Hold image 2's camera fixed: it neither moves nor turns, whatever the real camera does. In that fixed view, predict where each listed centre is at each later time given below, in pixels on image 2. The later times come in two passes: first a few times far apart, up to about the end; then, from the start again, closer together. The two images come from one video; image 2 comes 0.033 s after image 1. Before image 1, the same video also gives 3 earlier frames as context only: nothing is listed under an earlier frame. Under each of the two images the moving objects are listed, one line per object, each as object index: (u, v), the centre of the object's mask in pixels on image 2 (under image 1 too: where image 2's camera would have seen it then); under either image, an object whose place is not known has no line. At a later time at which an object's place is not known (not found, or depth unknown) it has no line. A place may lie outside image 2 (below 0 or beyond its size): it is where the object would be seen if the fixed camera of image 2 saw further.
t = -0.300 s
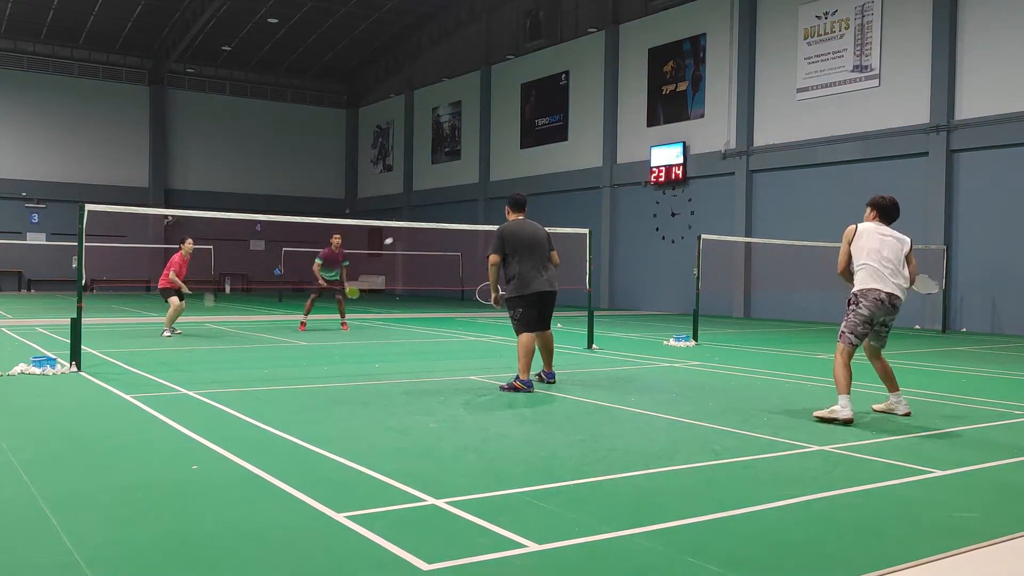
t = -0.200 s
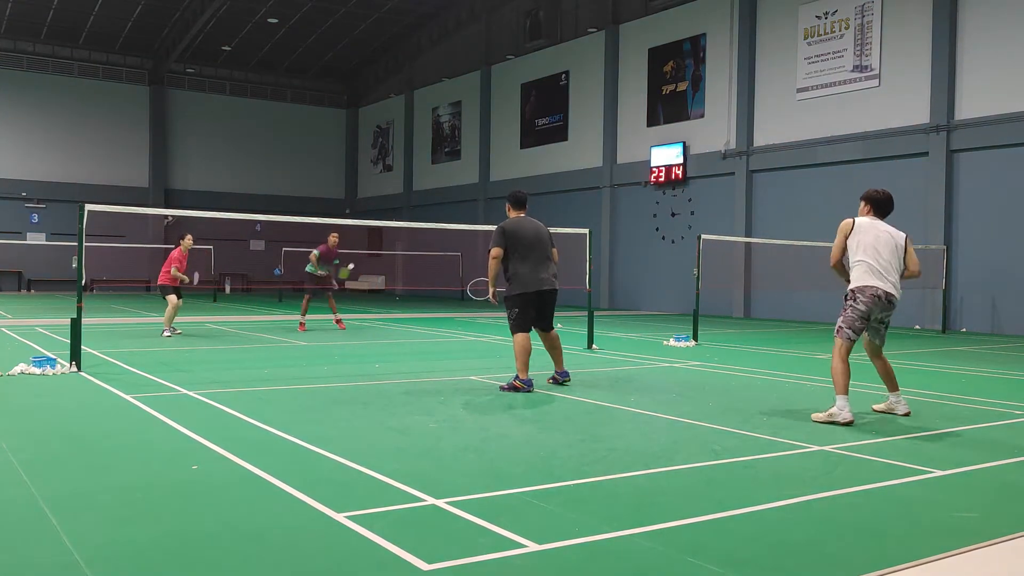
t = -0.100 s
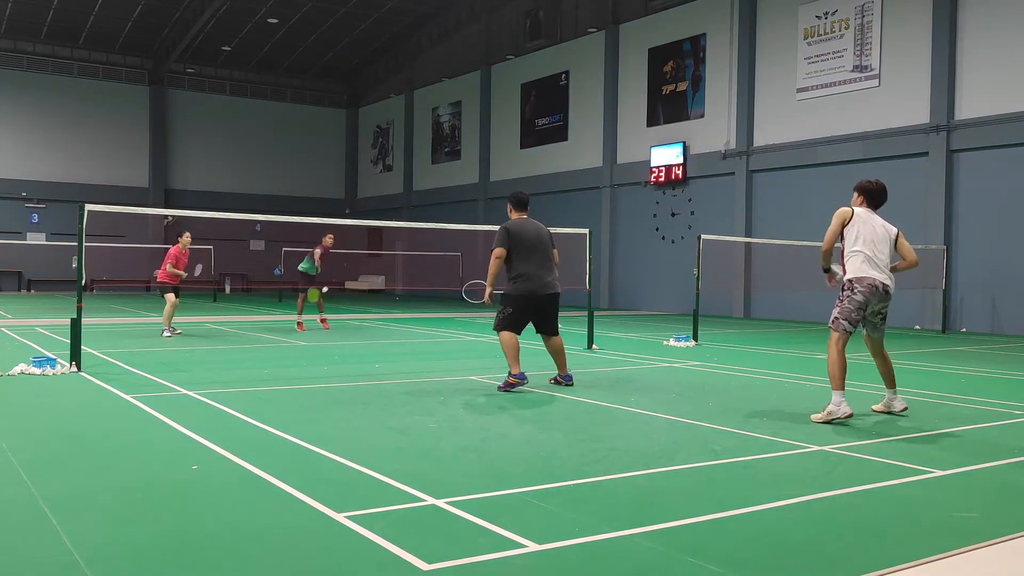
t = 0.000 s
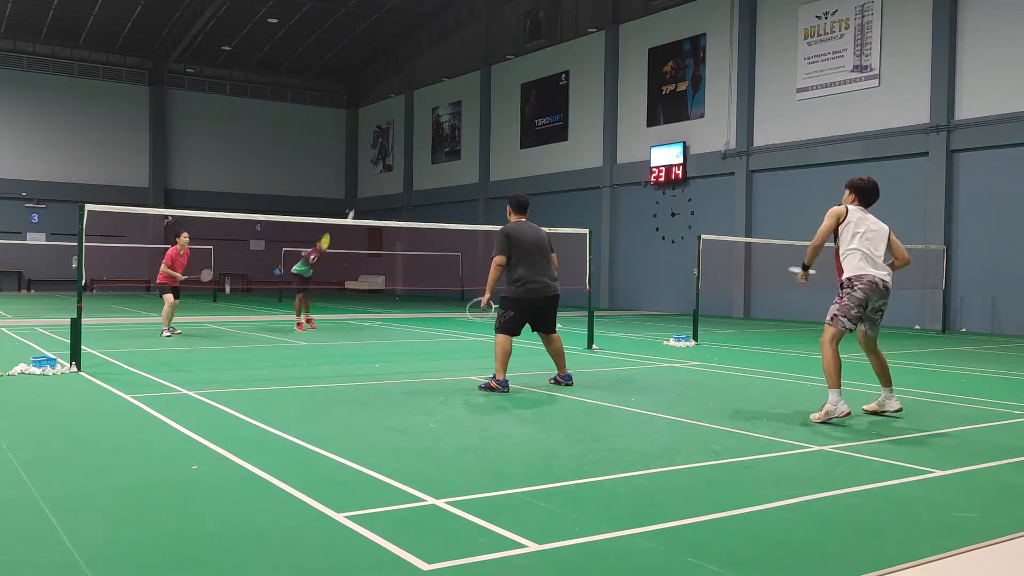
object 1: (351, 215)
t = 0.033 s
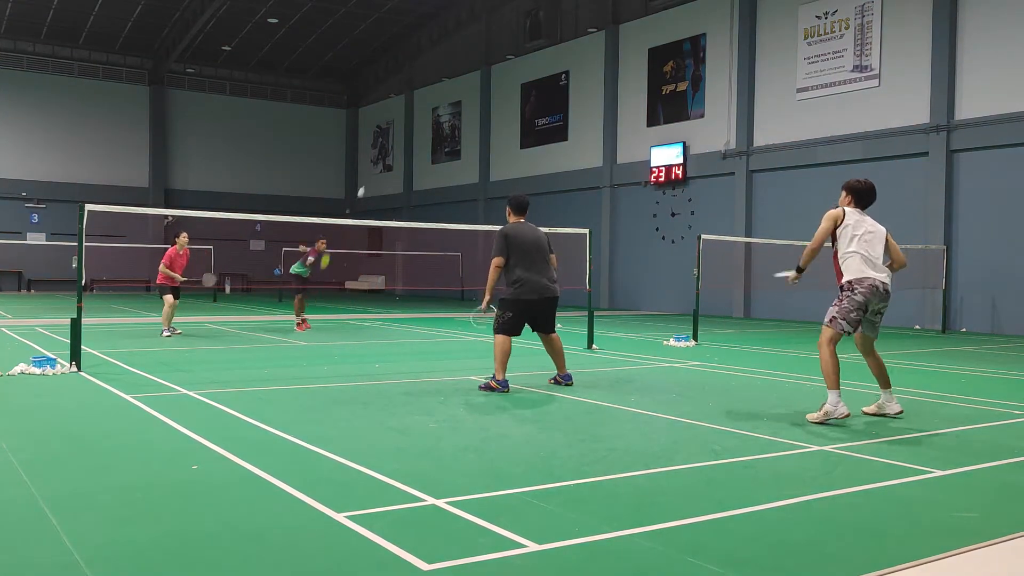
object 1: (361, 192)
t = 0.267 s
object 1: (416, 78)
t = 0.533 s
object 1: (469, 23)
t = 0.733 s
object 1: (506, 29)
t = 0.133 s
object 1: (386, 134)
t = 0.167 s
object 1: (394, 118)
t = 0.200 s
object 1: (401, 103)
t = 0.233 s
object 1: (409, 90)
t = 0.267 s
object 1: (416, 78)
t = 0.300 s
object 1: (423, 67)
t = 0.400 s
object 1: (444, 41)
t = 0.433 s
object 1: (450, 35)
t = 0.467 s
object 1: (457, 30)
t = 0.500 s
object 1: (463, 26)
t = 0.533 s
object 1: (469, 23)
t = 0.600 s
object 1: (482, 20)
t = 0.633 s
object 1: (488, 20)
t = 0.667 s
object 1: (494, 22)
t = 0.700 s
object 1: (500, 25)
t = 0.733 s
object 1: (506, 29)
